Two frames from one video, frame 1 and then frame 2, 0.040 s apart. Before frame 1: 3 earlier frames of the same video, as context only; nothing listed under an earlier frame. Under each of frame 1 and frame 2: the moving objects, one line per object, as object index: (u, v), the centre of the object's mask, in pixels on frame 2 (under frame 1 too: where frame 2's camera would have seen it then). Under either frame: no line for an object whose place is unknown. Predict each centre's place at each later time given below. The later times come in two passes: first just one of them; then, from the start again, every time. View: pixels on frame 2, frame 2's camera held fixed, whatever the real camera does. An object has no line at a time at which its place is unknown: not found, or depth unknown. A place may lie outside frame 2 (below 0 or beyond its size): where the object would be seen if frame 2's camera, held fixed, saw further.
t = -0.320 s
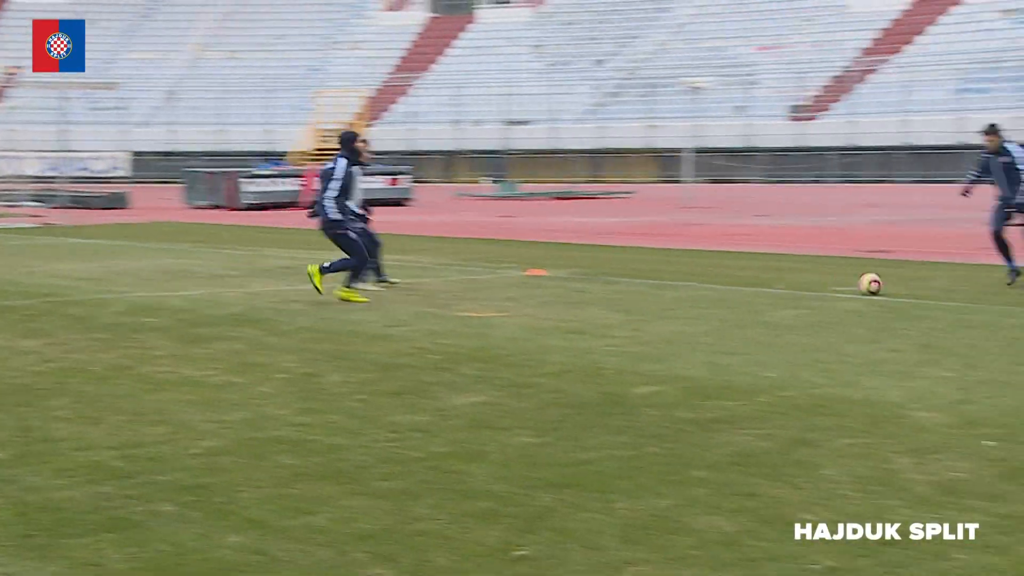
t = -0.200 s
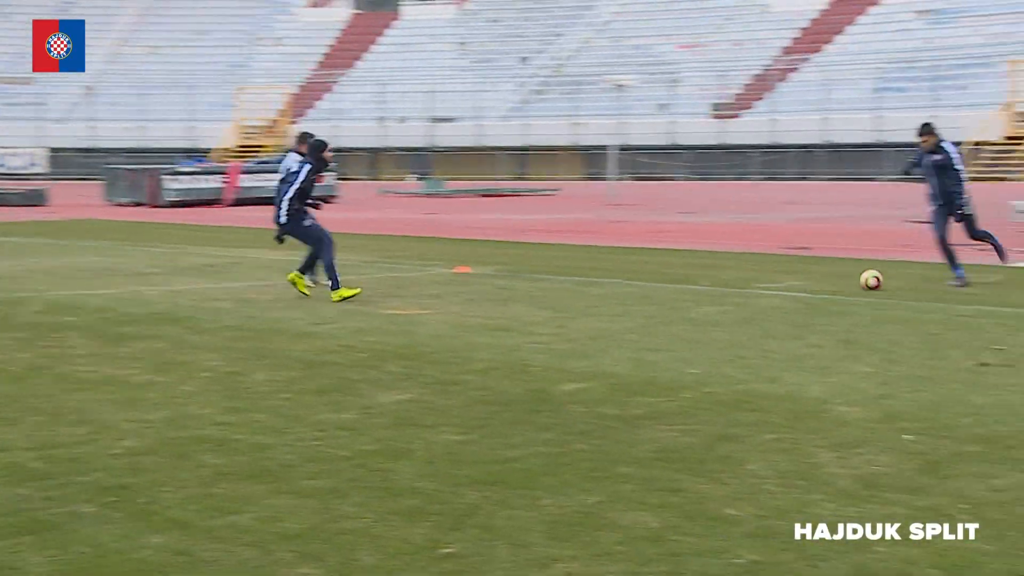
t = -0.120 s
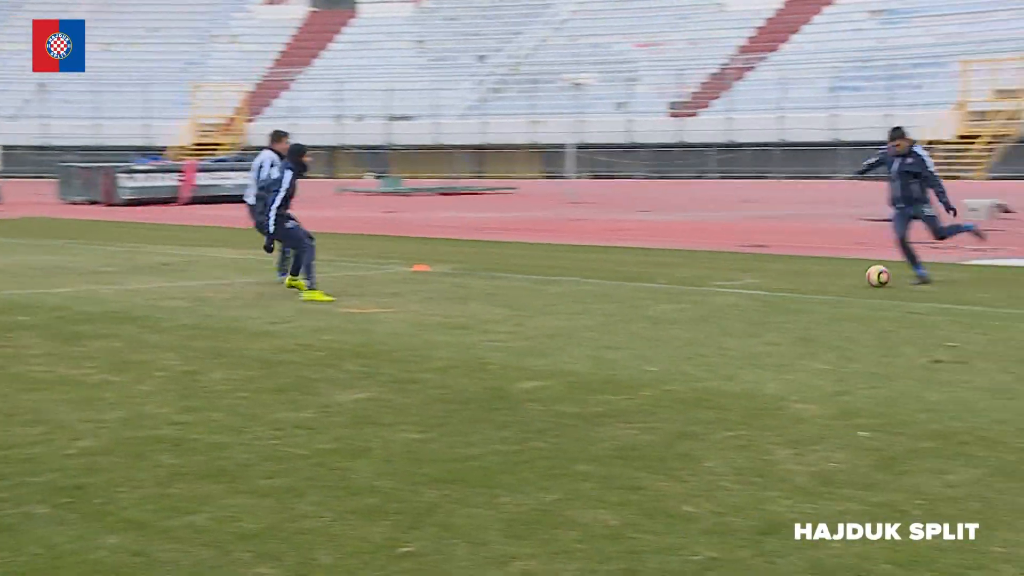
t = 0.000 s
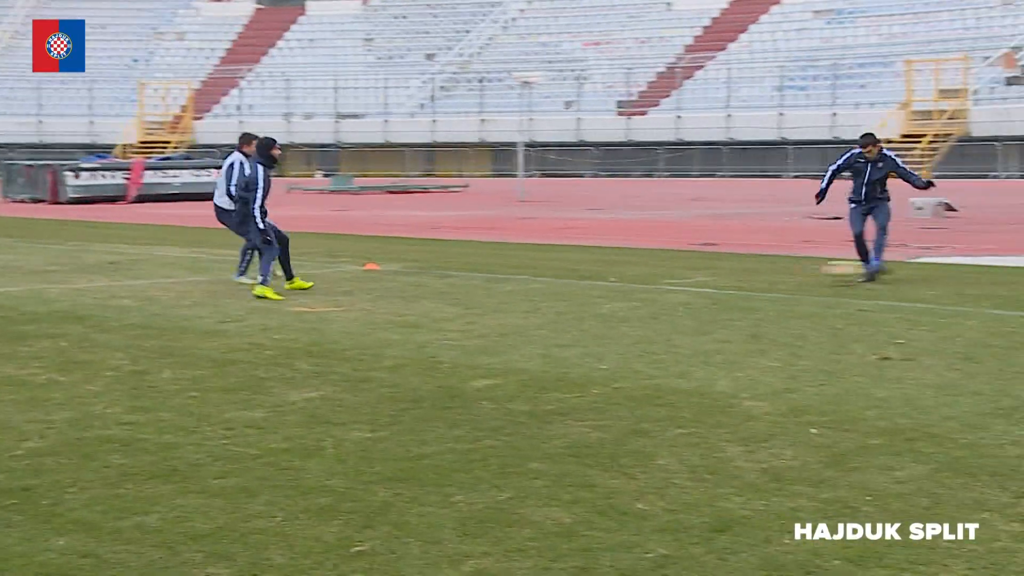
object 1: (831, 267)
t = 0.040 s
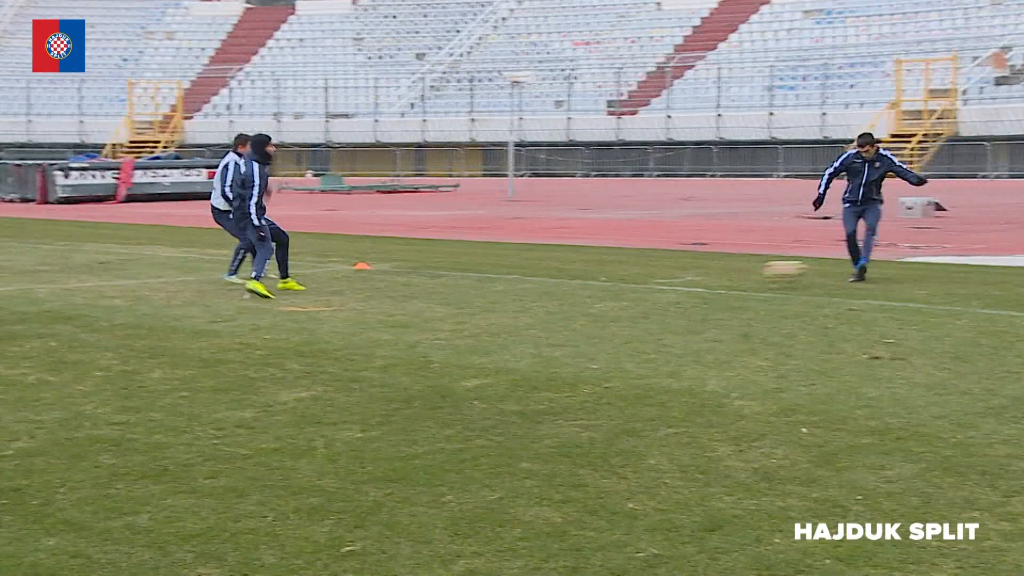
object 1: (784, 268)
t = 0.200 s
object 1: (564, 289)
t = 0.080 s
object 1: (731, 270)
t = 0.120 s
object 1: (676, 274)
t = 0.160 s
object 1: (623, 279)
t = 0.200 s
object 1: (564, 289)
